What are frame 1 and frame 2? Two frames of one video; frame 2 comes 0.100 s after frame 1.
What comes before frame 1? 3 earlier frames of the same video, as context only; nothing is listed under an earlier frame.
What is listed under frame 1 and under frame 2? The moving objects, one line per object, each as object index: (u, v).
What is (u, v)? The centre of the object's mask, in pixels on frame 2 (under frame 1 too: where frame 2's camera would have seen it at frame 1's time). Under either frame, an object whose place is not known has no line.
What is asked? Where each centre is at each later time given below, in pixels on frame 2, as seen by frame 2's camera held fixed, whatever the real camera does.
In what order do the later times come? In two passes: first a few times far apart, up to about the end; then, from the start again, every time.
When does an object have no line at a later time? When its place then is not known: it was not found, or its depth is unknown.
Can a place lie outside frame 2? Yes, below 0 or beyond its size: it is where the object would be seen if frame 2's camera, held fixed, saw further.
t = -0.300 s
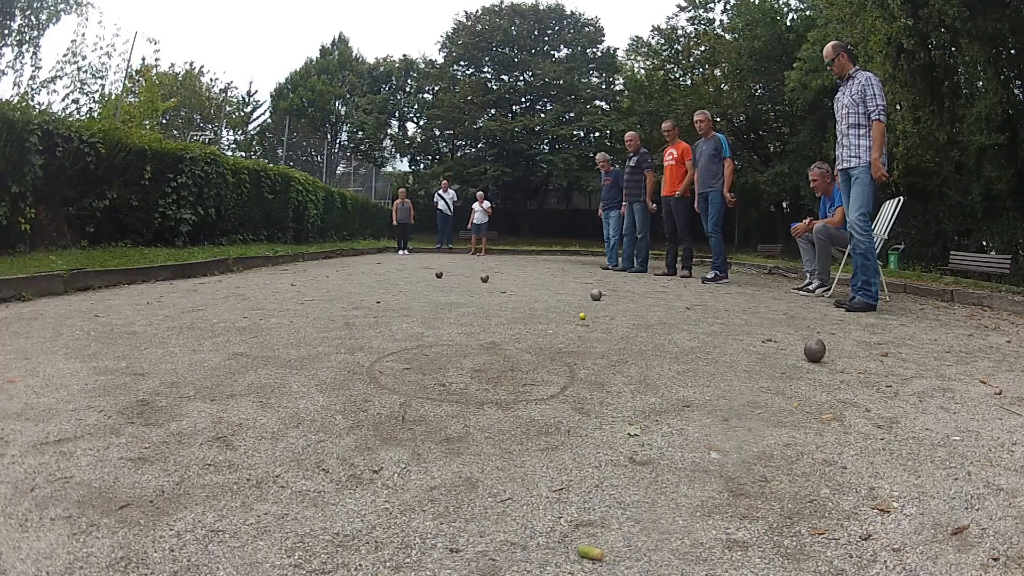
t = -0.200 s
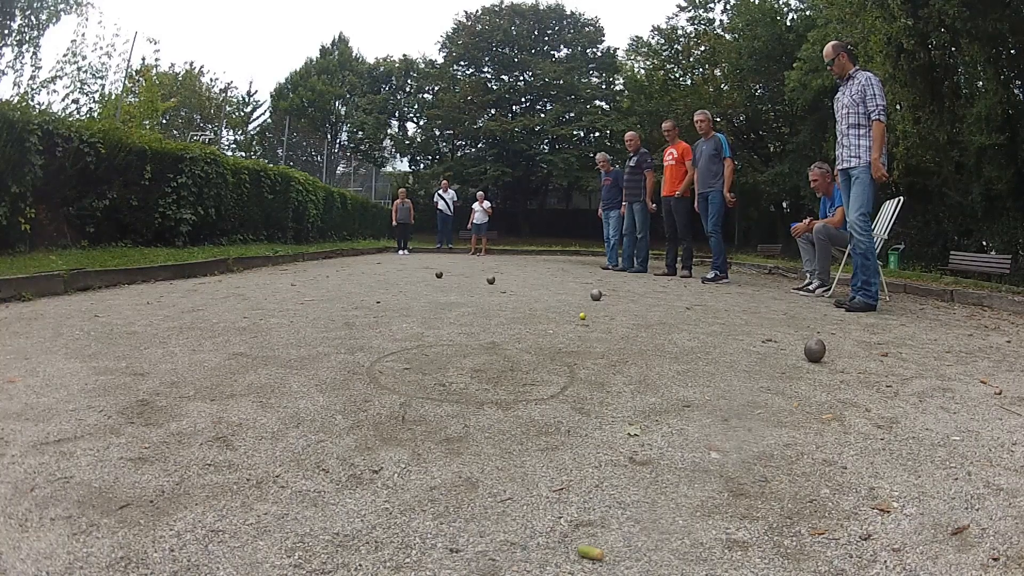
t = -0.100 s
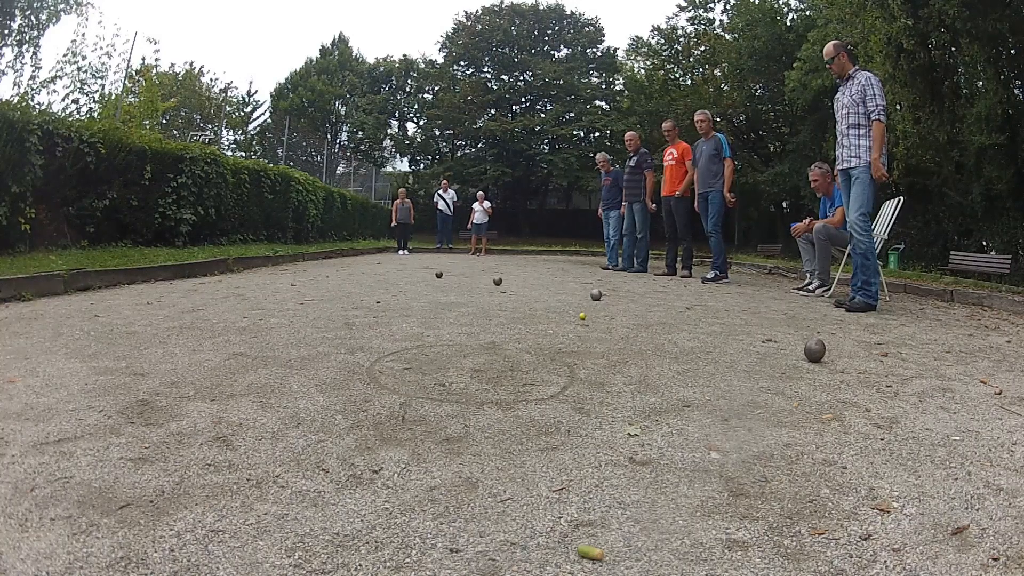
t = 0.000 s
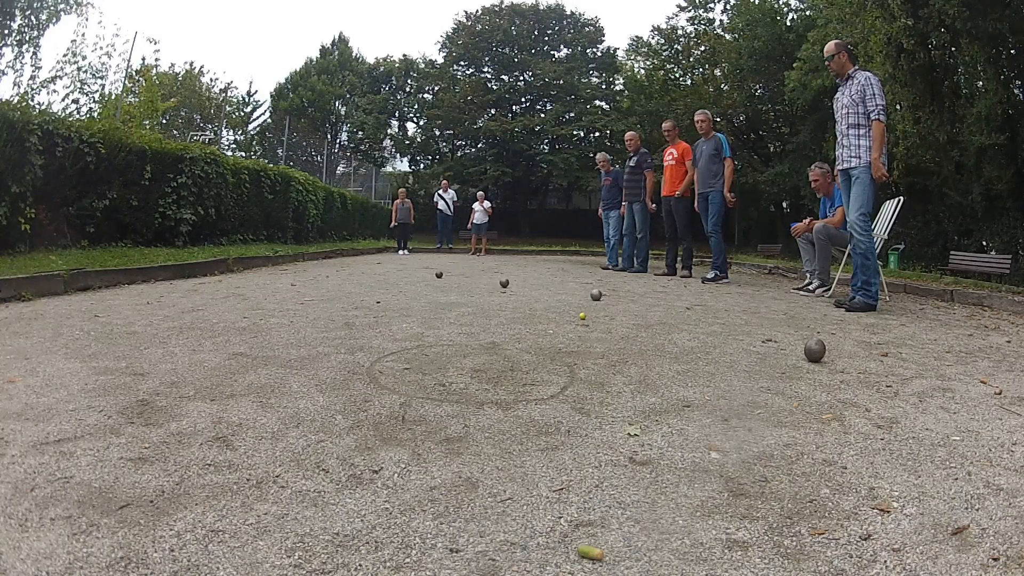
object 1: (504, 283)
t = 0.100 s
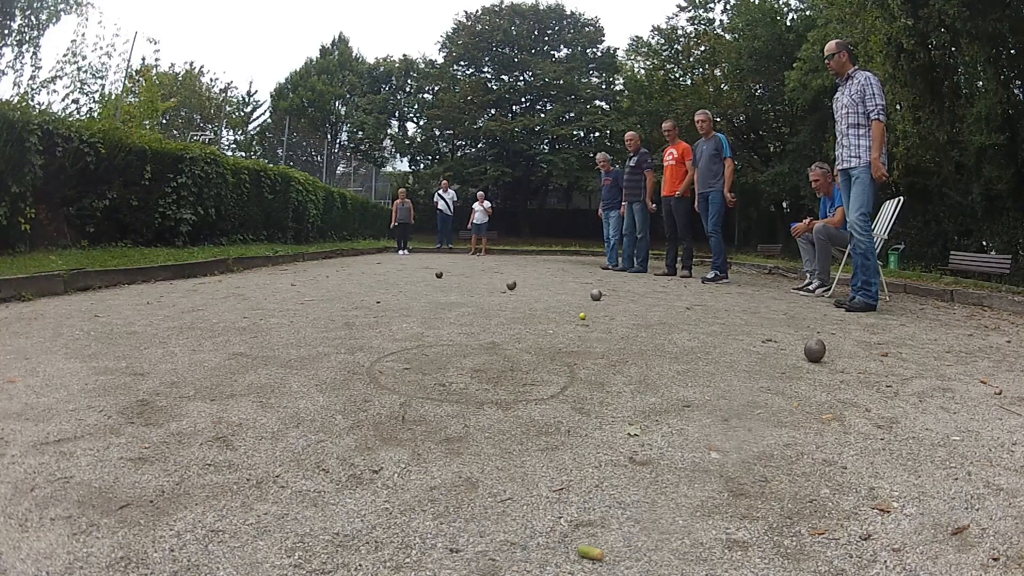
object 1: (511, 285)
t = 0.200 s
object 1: (518, 287)
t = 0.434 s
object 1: (536, 292)
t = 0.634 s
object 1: (554, 296)
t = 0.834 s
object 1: (572, 300)
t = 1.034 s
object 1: (592, 305)
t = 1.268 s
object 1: (614, 310)
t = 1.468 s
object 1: (633, 314)
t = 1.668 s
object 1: (650, 317)
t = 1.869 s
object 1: (666, 320)
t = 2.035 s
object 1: (677, 322)
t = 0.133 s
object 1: (513, 286)
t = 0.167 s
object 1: (515, 286)
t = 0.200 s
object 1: (518, 287)
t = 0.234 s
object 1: (520, 288)
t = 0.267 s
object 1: (523, 288)
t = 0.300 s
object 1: (525, 289)
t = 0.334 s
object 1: (528, 290)
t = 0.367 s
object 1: (531, 291)
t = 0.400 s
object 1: (533, 291)
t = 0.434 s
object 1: (536, 292)
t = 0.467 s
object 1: (539, 292)
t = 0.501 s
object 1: (542, 293)
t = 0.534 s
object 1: (545, 293)
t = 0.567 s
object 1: (548, 295)
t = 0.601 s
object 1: (551, 295)
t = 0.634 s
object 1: (554, 296)
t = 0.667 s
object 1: (557, 297)
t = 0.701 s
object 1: (560, 297)
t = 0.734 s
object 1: (563, 298)
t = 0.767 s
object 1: (566, 298)
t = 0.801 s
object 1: (569, 300)
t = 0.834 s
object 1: (572, 300)
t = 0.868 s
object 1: (576, 301)
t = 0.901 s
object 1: (579, 302)
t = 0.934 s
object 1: (582, 303)
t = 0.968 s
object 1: (585, 304)
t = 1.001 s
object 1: (589, 305)
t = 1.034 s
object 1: (592, 305)
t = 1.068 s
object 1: (595, 306)
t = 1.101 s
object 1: (598, 306)
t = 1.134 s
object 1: (601, 307)
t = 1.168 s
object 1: (605, 308)
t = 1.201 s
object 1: (608, 308)
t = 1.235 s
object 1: (611, 309)
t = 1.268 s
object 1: (614, 310)
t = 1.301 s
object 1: (617, 310)
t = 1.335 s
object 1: (620, 311)
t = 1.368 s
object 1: (623, 312)
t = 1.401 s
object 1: (627, 313)
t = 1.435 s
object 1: (630, 313)
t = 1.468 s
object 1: (633, 314)
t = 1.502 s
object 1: (636, 314)
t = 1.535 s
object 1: (639, 315)
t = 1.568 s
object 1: (641, 316)
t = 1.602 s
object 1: (644, 316)
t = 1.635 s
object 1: (647, 317)
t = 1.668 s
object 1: (650, 317)
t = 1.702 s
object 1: (653, 318)
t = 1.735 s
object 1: (656, 318)
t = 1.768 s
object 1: (658, 319)
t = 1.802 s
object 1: (661, 319)
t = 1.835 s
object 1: (664, 320)
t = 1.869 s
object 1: (666, 320)
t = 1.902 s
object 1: (669, 321)
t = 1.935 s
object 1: (671, 321)
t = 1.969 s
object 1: (673, 322)
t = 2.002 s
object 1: (675, 322)
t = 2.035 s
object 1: (677, 322)
